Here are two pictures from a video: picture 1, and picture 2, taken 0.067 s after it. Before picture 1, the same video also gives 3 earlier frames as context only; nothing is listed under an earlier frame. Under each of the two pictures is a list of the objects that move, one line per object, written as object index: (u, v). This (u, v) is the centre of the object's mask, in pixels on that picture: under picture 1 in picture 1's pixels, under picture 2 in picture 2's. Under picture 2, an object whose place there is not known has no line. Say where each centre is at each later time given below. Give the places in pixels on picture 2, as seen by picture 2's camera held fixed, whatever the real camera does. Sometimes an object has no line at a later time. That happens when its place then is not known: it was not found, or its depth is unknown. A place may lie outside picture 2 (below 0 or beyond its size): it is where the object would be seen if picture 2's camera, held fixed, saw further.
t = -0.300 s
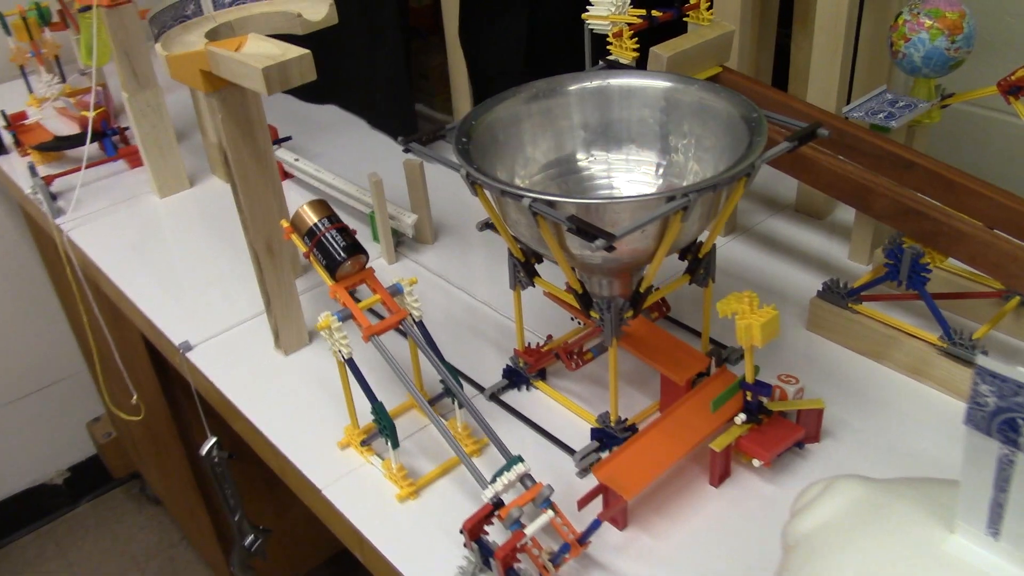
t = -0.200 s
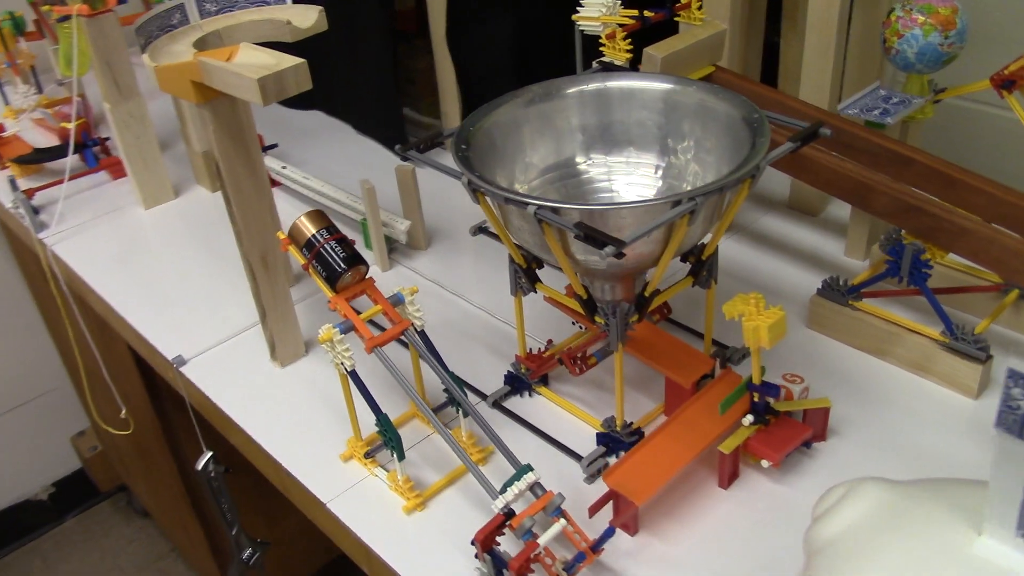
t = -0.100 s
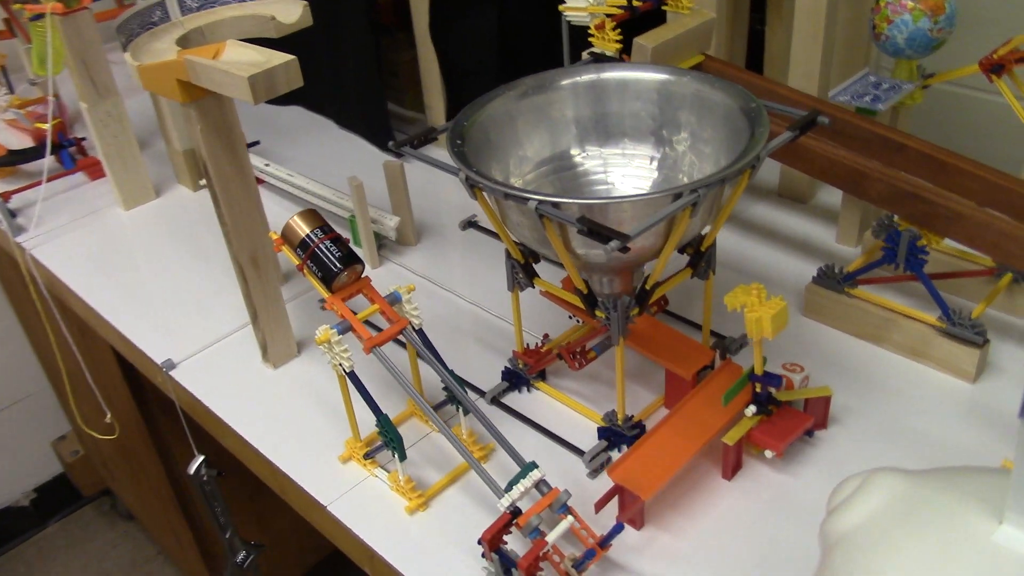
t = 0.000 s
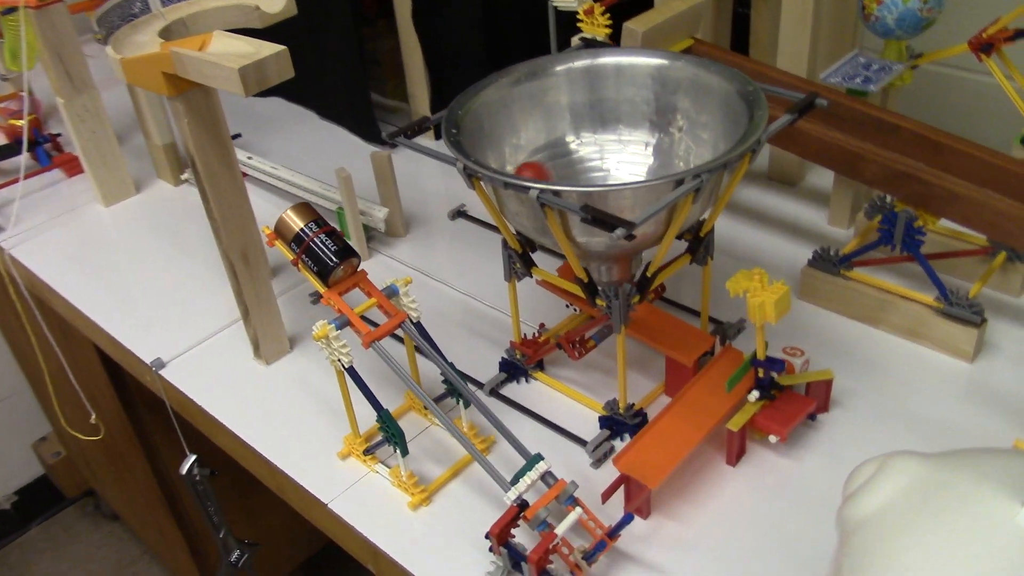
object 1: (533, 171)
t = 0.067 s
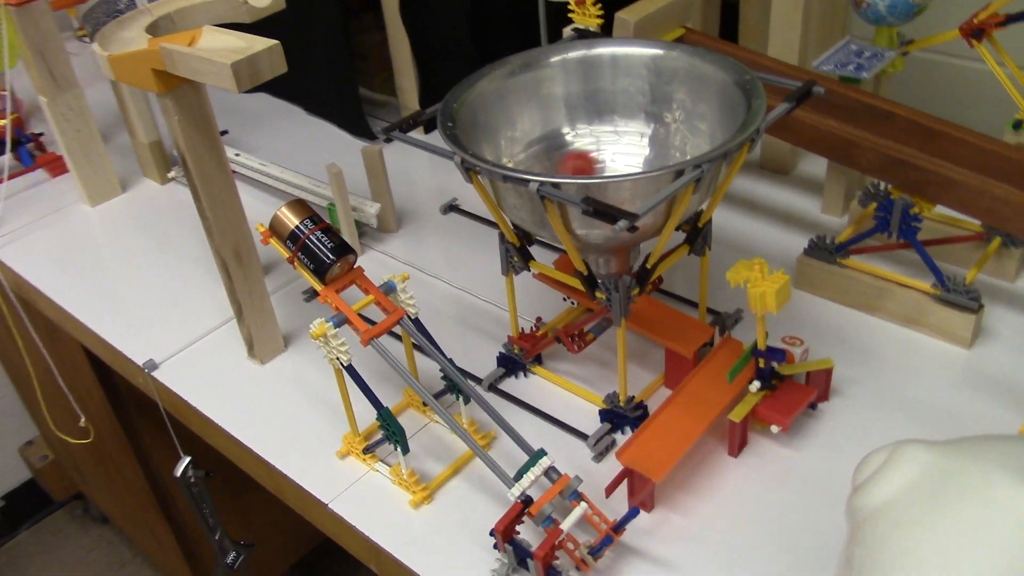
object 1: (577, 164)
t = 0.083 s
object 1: (593, 165)
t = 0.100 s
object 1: (613, 164)
